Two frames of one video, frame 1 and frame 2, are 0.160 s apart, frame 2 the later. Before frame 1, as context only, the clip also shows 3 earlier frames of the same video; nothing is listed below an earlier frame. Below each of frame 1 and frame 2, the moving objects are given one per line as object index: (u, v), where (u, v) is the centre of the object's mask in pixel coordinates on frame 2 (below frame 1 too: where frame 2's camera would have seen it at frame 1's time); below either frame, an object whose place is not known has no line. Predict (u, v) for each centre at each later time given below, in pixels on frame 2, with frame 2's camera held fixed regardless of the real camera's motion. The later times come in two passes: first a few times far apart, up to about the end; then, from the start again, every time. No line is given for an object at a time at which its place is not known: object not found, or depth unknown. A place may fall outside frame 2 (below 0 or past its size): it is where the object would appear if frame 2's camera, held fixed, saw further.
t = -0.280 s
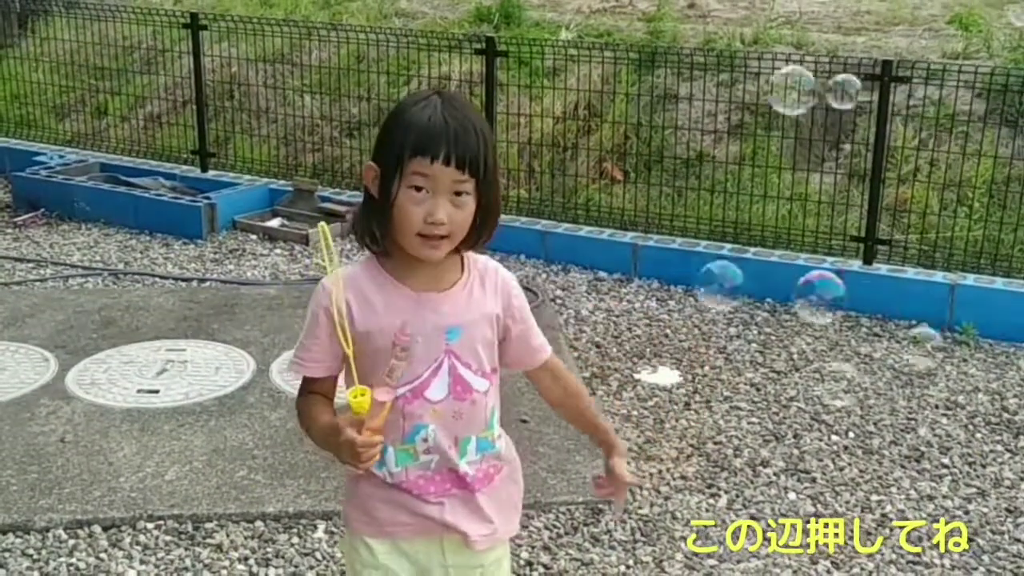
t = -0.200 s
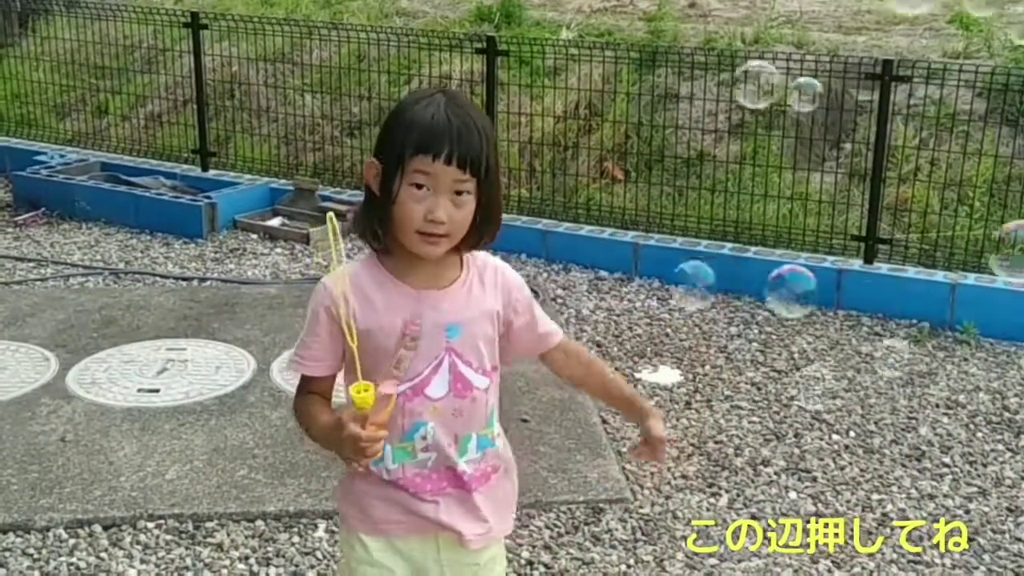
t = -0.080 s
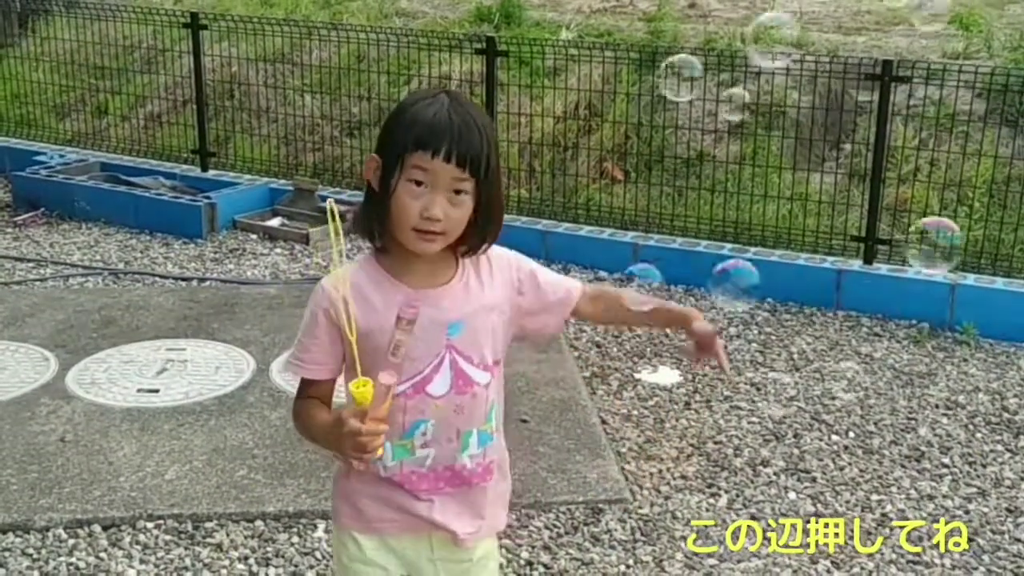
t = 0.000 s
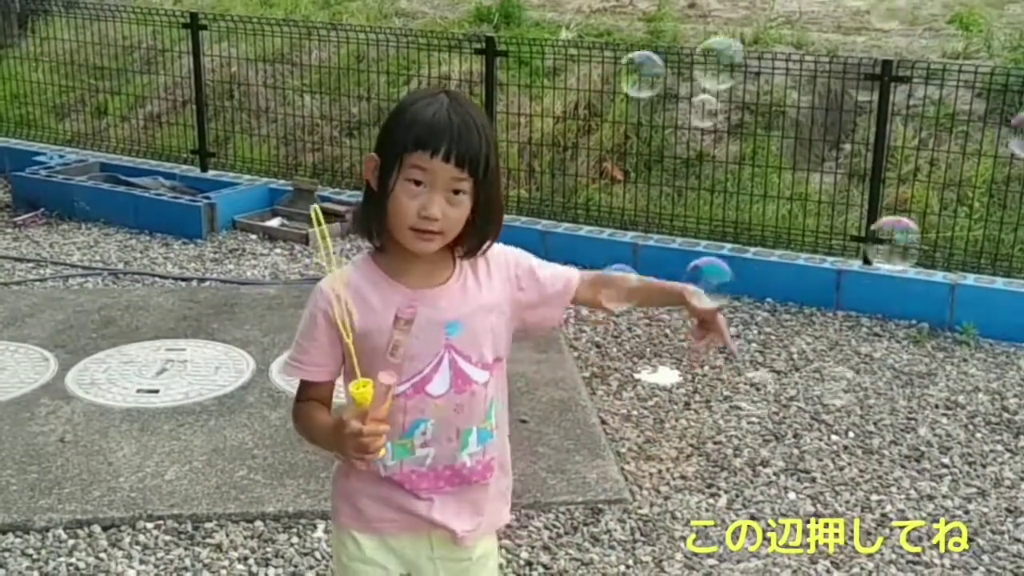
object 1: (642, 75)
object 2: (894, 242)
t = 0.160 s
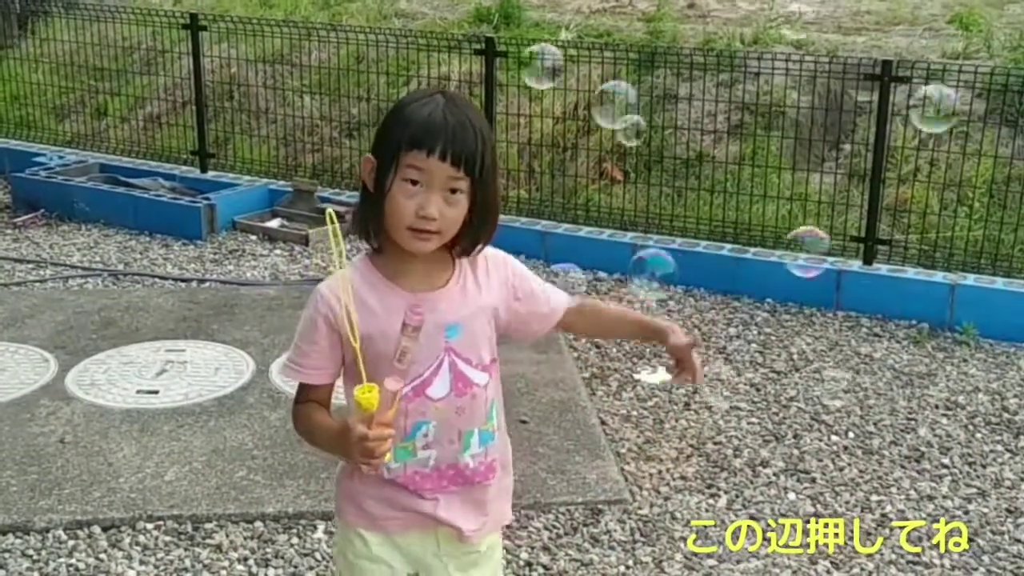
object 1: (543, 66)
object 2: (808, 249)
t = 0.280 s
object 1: (478, 67)
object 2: (765, 264)
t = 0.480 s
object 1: (426, 74)
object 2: (722, 260)
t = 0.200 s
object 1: (524, 66)
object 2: (795, 253)
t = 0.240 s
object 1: (507, 66)
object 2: (784, 263)
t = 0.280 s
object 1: (478, 67)
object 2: (765, 264)
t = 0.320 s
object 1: (466, 68)
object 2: (755, 265)
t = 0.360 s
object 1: (455, 70)
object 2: (746, 264)
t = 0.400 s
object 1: (443, 71)
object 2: (739, 264)
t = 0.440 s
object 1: (435, 72)
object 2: (730, 263)
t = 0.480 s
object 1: (426, 74)
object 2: (722, 260)
